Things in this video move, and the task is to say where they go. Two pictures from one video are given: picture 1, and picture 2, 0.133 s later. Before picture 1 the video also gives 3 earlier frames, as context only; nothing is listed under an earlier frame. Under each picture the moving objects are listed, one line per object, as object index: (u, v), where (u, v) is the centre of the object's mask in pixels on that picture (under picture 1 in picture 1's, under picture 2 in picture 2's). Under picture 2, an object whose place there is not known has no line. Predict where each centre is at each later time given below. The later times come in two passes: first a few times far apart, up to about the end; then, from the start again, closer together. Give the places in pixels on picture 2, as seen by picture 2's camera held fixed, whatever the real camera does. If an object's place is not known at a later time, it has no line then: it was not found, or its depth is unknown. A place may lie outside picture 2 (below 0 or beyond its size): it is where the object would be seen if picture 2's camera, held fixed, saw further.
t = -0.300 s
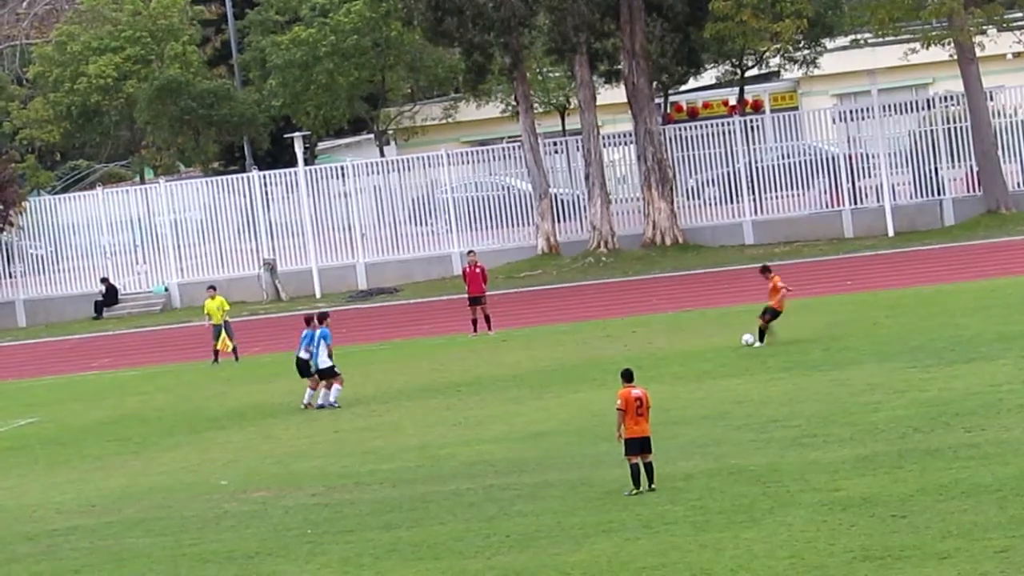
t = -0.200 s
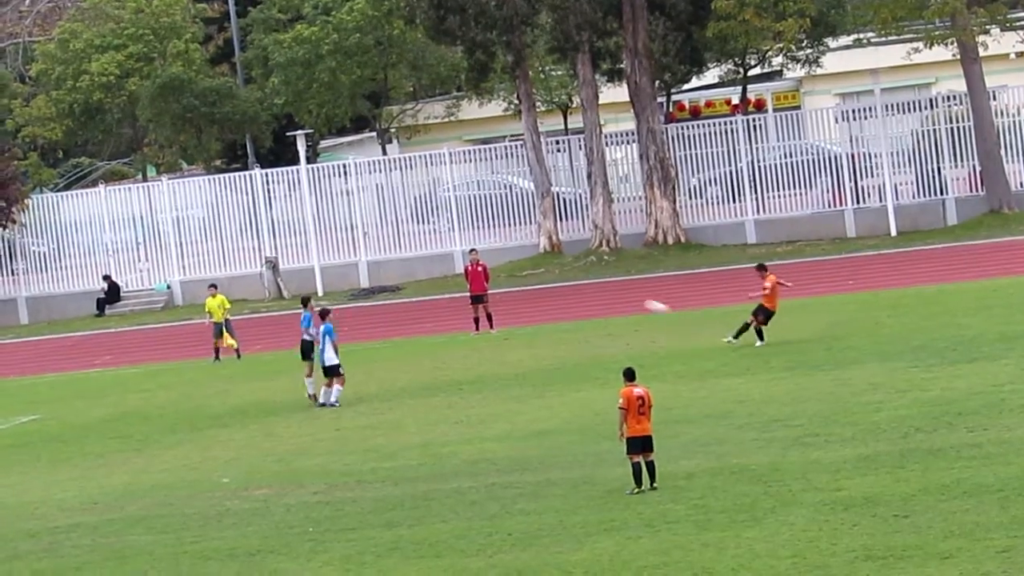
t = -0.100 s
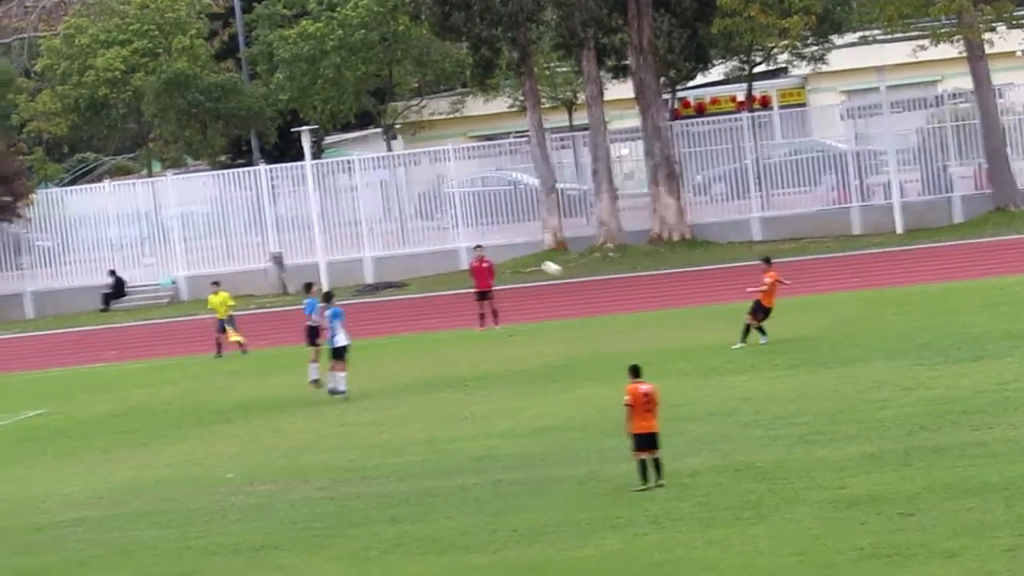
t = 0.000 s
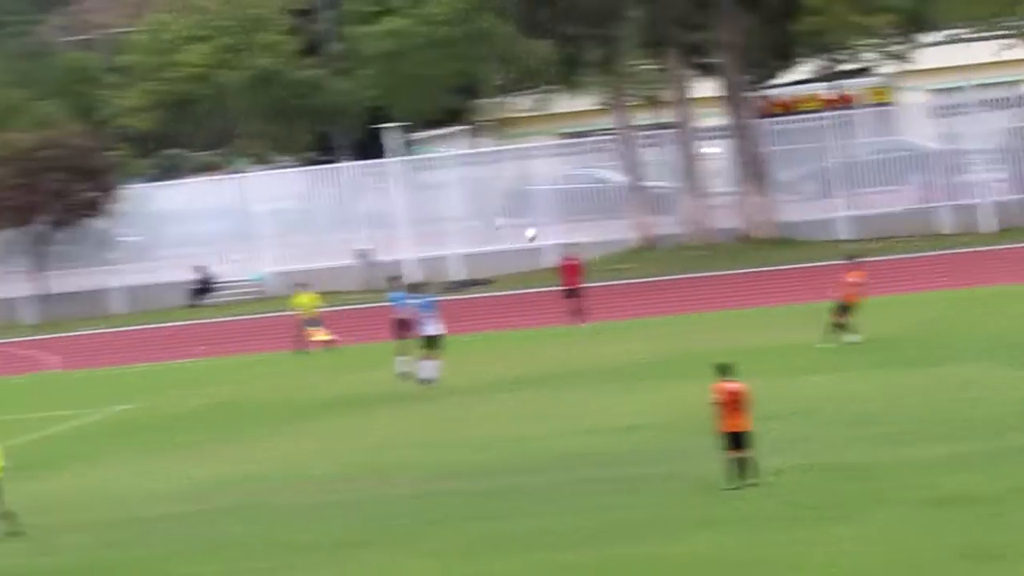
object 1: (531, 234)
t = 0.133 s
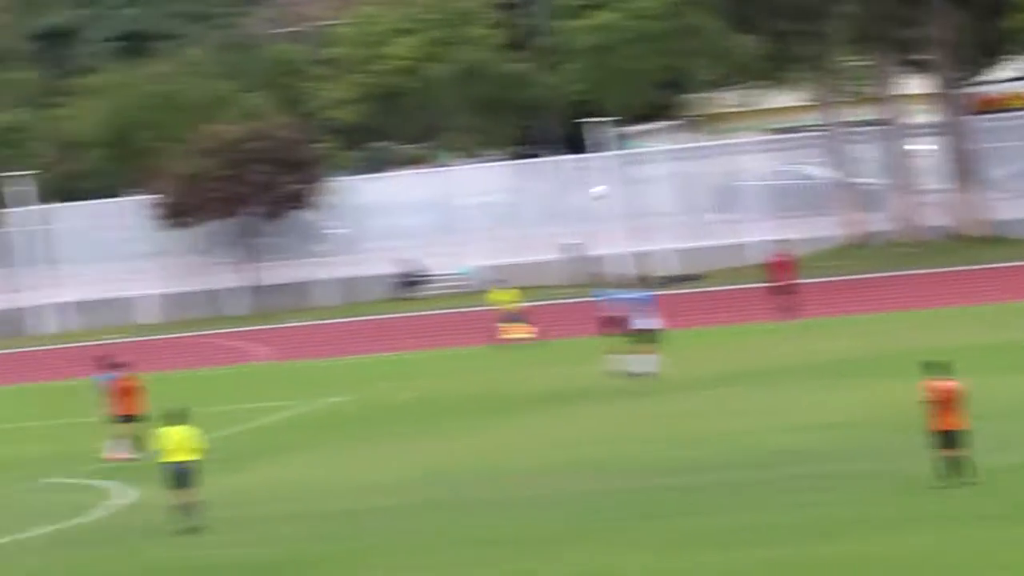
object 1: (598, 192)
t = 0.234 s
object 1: (496, 169)
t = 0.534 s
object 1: (208, 126)
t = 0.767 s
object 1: (-14, 119)
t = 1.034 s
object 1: (-280, 136)
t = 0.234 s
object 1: (496, 169)
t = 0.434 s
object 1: (298, 136)
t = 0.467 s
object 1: (267, 132)
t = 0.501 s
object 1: (236, 129)
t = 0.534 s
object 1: (208, 126)
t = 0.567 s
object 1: (178, 123)
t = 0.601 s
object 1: (148, 121)
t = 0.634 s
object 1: (116, 120)
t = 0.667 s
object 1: (83, 119)
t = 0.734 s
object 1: (18, 118)
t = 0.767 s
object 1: (-14, 119)
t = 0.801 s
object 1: (-48, 120)
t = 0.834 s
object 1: (-82, 121)
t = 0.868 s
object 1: (-116, 122)
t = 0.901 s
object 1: (-150, 125)
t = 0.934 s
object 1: (-185, 128)
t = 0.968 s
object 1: (-221, 131)
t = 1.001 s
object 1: (-251, 134)
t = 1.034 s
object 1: (-280, 136)
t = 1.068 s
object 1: (-308, 141)
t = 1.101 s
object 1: (-332, 146)
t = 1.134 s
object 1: (-356, 154)
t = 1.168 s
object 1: (-379, 161)
